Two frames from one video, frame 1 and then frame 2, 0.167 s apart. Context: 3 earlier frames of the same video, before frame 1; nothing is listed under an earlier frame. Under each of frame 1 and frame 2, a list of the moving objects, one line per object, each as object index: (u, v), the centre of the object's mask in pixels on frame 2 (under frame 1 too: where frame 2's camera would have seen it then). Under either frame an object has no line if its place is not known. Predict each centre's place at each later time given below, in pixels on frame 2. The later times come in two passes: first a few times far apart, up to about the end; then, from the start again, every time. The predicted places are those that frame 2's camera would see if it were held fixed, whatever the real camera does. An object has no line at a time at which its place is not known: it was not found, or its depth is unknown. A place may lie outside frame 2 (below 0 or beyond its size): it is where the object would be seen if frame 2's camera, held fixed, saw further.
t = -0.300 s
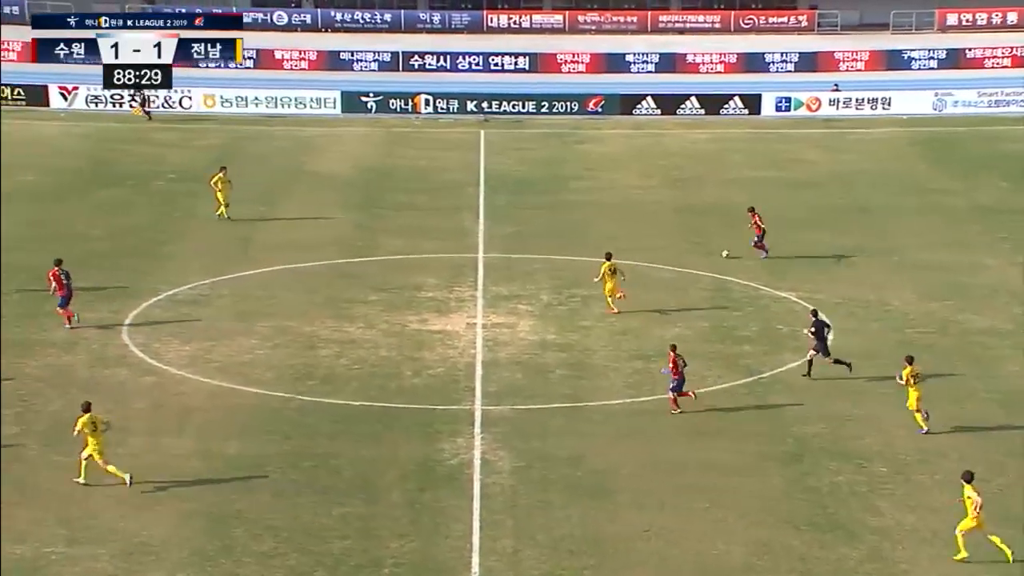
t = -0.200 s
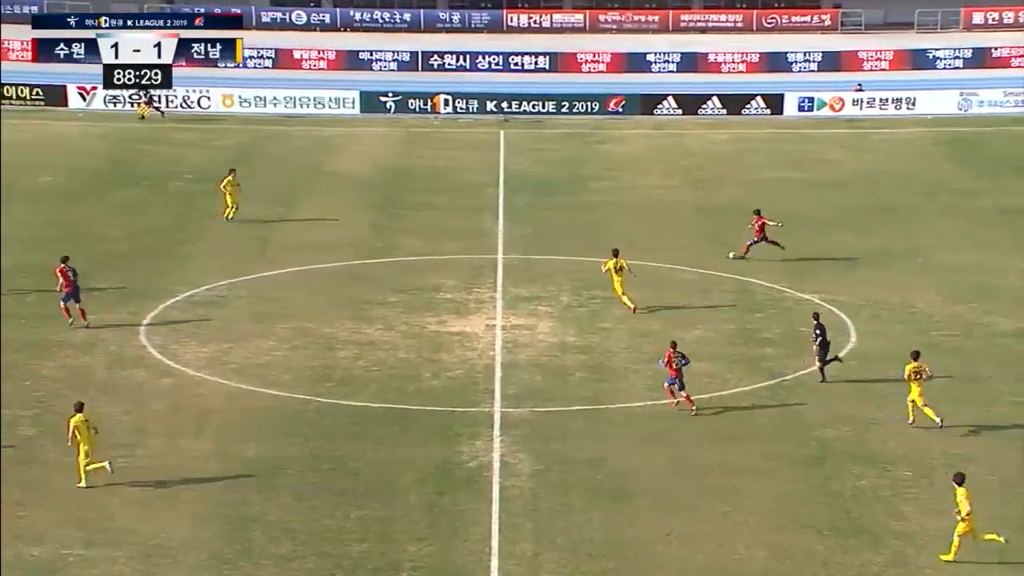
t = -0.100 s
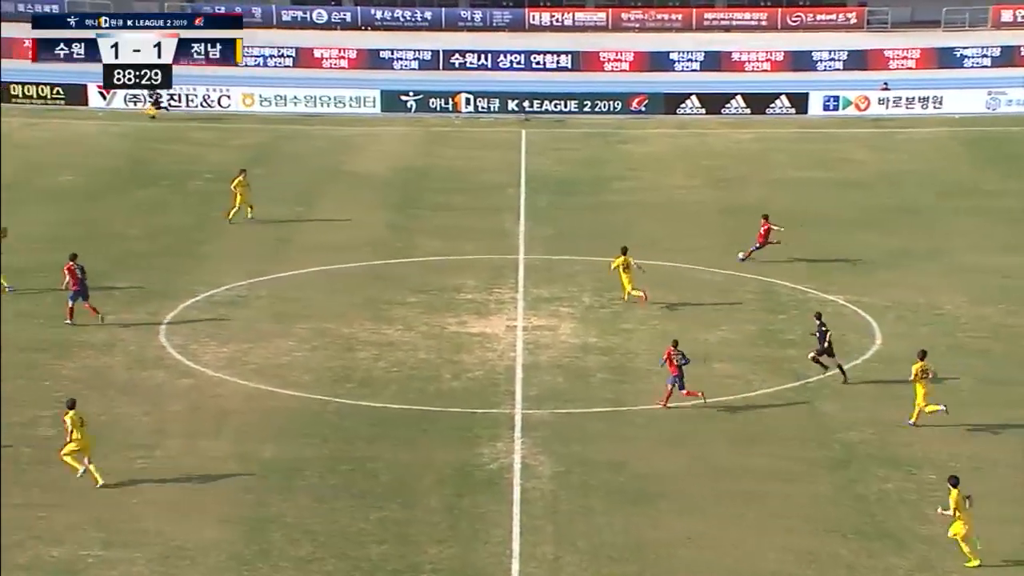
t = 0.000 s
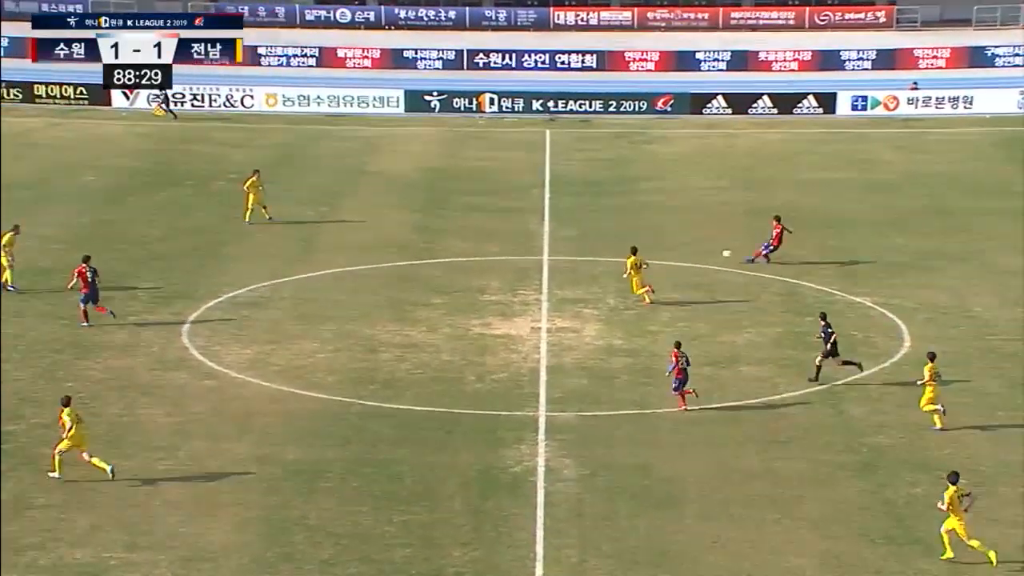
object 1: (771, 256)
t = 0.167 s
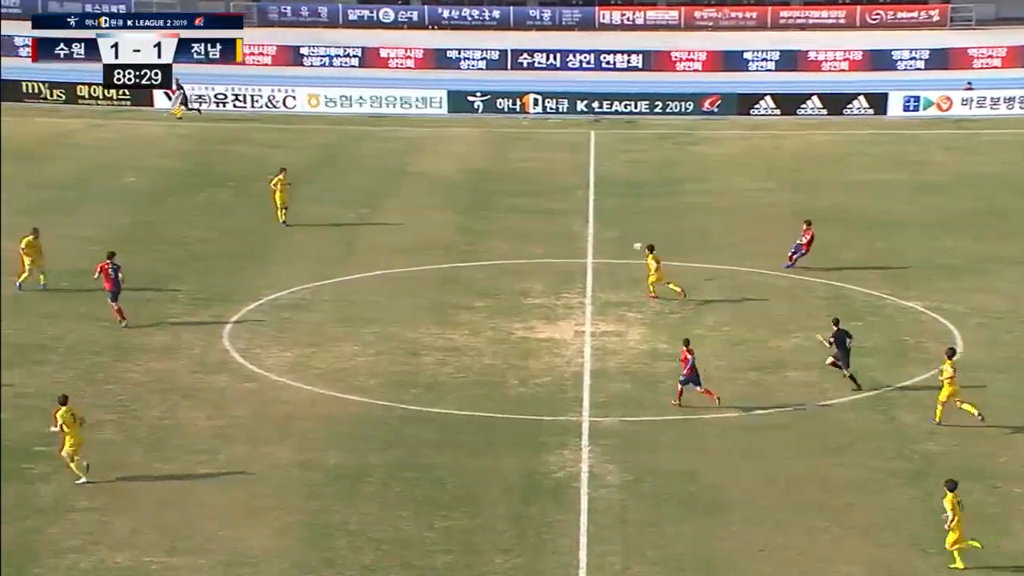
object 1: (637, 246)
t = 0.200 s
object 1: (612, 243)
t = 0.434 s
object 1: (435, 225)
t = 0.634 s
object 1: (290, 208)
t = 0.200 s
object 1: (612, 243)
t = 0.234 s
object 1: (586, 240)
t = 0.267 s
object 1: (561, 238)
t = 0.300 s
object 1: (534, 235)
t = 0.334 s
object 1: (510, 232)
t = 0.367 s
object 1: (486, 230)
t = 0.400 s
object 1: (460, 227)
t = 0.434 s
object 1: (435, 225)
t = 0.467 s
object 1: (410, 222)
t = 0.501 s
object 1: (386, 219)
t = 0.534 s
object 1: (363, 217)
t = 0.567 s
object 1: (339, 214)
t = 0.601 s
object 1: (315, 211)
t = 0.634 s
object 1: (290, 208)
